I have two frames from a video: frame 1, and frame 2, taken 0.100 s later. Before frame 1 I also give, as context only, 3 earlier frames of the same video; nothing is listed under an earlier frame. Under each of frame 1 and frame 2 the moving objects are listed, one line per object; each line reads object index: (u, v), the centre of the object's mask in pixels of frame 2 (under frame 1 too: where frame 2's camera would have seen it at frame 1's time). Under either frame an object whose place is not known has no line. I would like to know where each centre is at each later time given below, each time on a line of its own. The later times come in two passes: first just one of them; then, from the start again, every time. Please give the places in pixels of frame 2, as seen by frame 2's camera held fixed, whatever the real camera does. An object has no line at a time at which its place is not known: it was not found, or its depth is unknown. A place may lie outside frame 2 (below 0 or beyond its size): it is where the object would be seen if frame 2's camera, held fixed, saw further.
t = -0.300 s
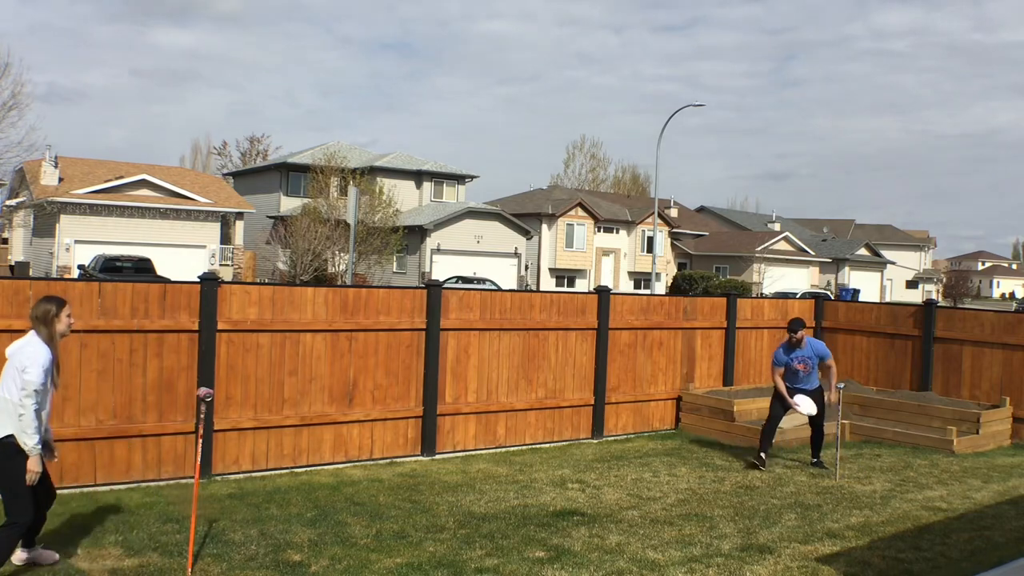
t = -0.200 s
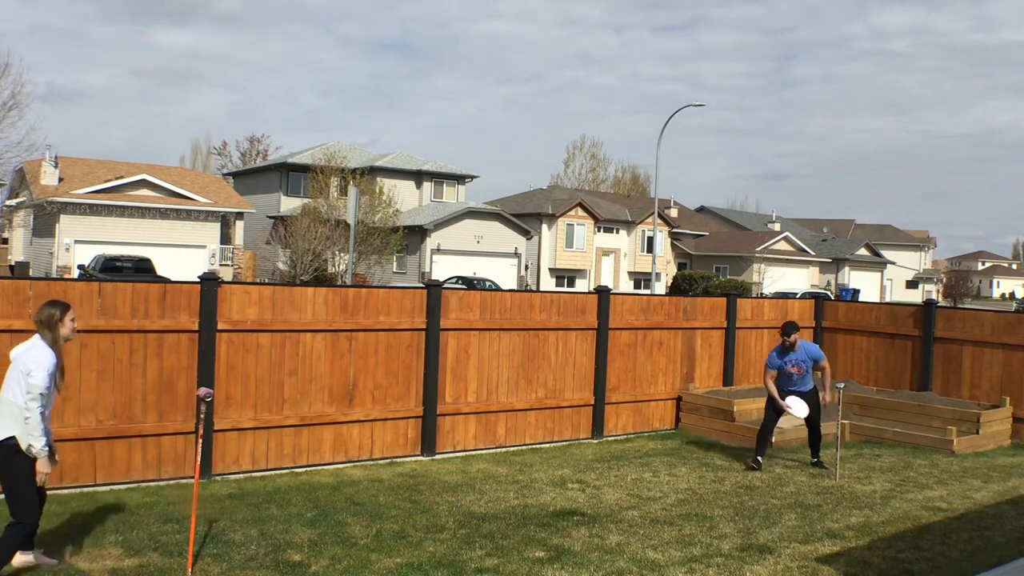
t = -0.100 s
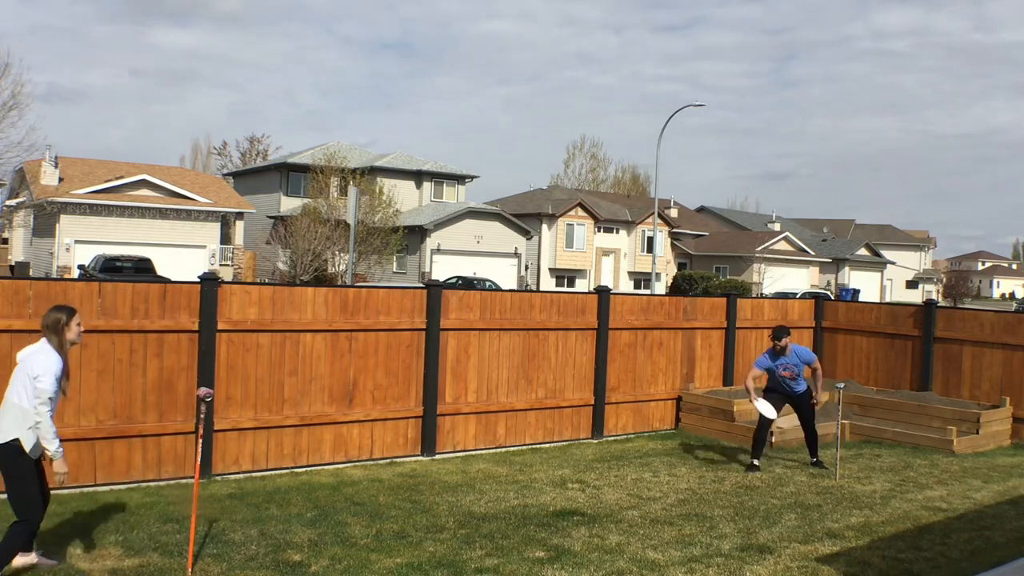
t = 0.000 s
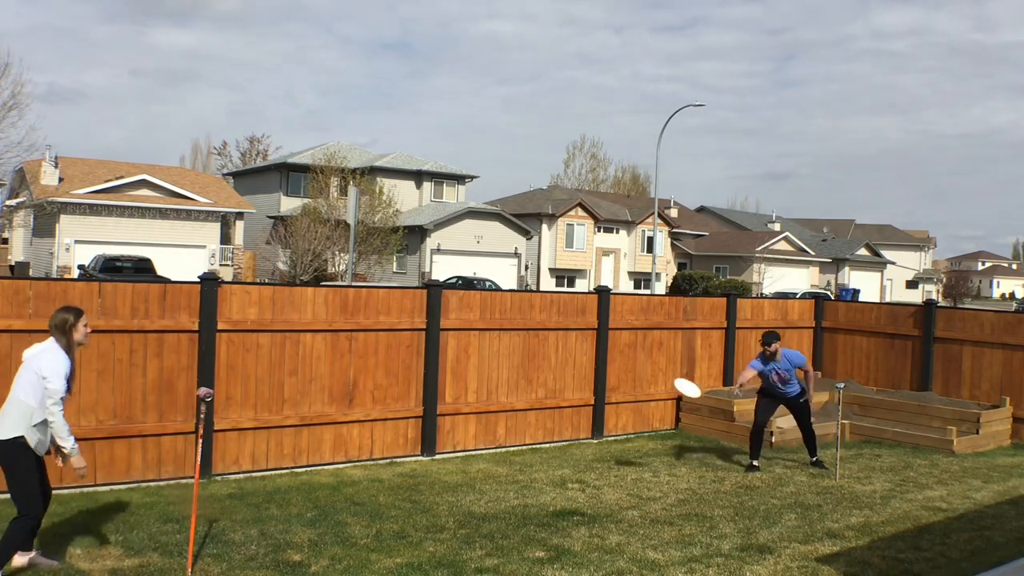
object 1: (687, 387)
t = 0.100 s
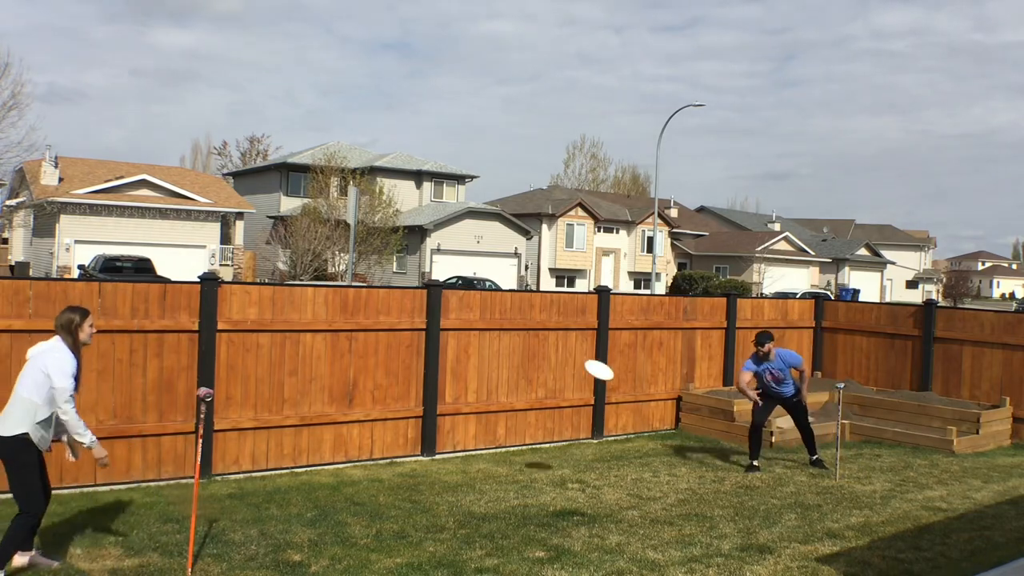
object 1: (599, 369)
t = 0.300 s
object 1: (395, 355)
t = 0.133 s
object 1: (568, 365)
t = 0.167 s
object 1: (535, 360)
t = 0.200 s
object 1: (502, 357)
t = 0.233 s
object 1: (467, 355)
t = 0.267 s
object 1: (432, 355)
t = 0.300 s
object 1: (395, 355)
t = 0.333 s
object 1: (357, 357)
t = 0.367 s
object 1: (318, 359)
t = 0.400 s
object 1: (277, 362)
